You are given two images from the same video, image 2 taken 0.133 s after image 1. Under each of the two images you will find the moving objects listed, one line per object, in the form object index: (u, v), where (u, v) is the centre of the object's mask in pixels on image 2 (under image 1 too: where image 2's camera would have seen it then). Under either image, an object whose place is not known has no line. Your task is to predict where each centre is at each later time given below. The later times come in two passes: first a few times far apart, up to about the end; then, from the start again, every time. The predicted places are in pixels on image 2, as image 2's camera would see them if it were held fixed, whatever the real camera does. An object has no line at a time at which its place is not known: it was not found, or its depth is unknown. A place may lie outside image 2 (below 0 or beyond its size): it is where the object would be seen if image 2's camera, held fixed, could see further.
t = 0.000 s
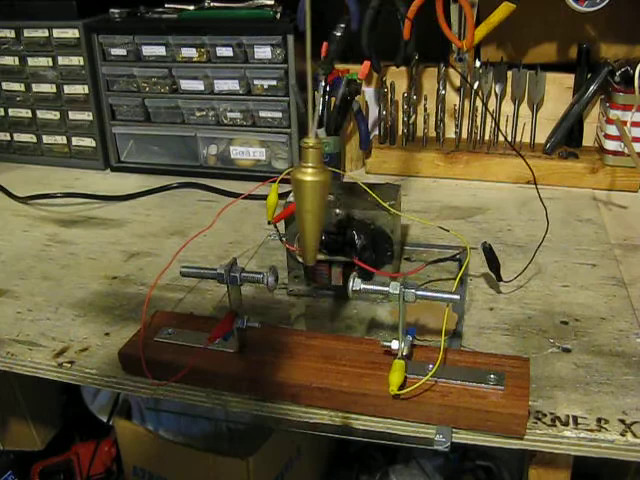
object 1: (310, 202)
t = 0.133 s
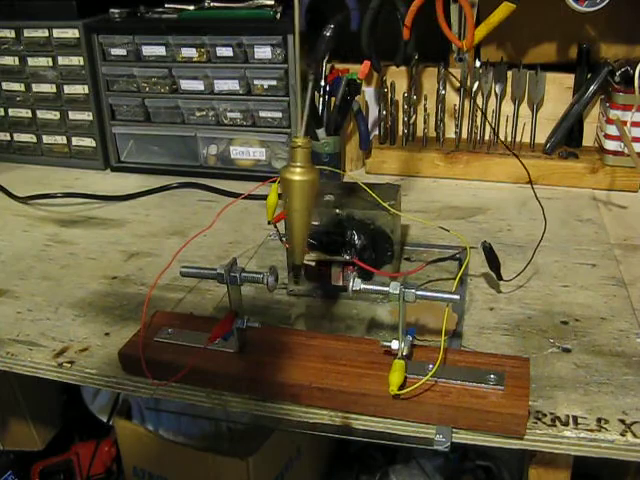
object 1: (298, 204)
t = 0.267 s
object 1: (290, 200)
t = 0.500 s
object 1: (284, 199)
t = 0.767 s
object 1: (295, 201)
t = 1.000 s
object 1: (314, 200)
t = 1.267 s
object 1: (336, 202)
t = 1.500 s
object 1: (346, 201)
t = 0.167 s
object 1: (296, 203)
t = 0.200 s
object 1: (294, 203)
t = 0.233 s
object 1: (292, 203)
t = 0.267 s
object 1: (290, 200)
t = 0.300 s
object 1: (288, 201)
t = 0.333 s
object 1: (286, 200)
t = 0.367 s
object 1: (285, 199)
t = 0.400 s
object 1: (284, 199)
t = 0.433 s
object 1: (284, 199)
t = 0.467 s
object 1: (284, 199)
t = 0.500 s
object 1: (284, 199)
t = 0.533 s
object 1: (284, 199)
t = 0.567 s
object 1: (285, 199)
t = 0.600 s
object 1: (286, 199)
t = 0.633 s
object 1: (287, 199)
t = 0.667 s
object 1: (288, 199)
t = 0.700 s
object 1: (290, 199)
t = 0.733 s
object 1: (292, 200)
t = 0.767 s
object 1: (295, 201)
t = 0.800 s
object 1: (296, 202)
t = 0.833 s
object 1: (298, 204)
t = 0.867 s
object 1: (301, 202)
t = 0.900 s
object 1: (305, 200)
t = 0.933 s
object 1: (308, 200)
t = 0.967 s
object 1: (311, 200)
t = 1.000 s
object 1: (314, 200)
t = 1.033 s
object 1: (317, 198)
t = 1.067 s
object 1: (320, 202)
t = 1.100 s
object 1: (323, 202)
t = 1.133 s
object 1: (326, 202)
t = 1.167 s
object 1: (329, 200)
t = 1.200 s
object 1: (332, 199)
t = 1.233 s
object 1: (334, 201)
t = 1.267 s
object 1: (336, 202)
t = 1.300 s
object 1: (339, 203)
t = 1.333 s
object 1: (340, 202)
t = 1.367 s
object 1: (342, 203)
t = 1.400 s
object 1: (343, 203)
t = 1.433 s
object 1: (344, 202)
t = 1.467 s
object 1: (345, 202)
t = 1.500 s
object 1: (346, 201)
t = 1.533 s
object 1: (346, 203)
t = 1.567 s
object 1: (346, 201)
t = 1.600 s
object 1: (345, 201)
